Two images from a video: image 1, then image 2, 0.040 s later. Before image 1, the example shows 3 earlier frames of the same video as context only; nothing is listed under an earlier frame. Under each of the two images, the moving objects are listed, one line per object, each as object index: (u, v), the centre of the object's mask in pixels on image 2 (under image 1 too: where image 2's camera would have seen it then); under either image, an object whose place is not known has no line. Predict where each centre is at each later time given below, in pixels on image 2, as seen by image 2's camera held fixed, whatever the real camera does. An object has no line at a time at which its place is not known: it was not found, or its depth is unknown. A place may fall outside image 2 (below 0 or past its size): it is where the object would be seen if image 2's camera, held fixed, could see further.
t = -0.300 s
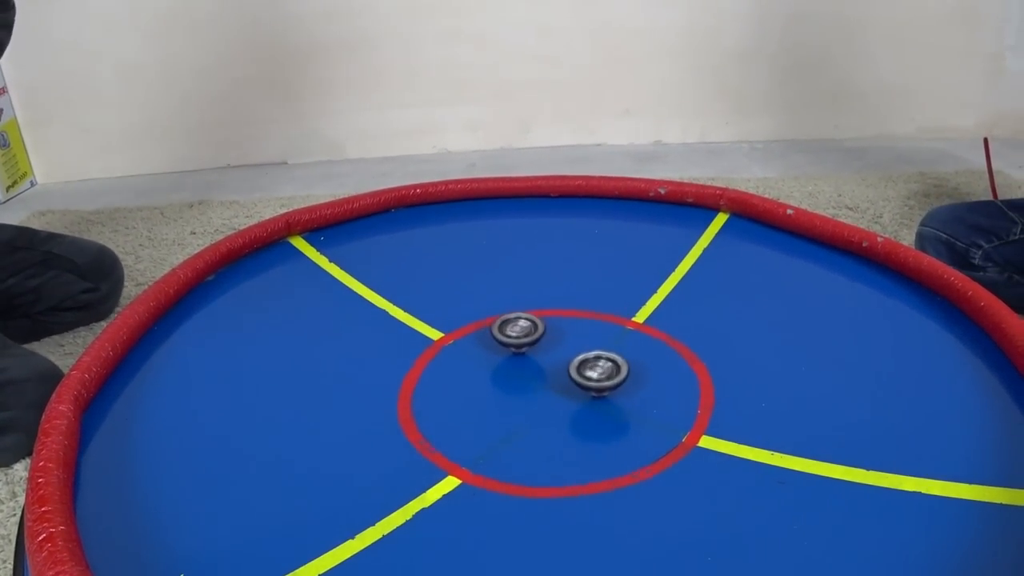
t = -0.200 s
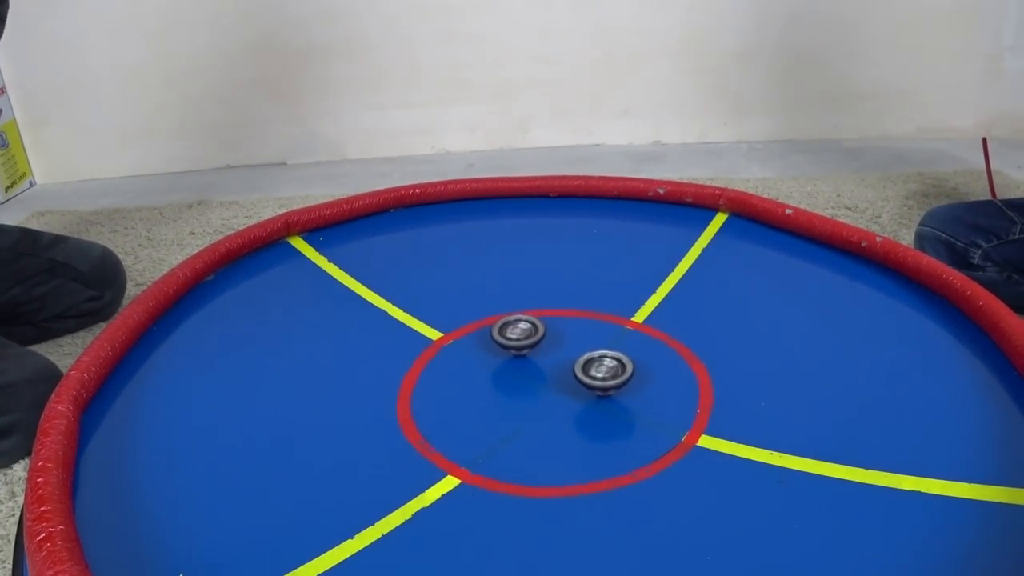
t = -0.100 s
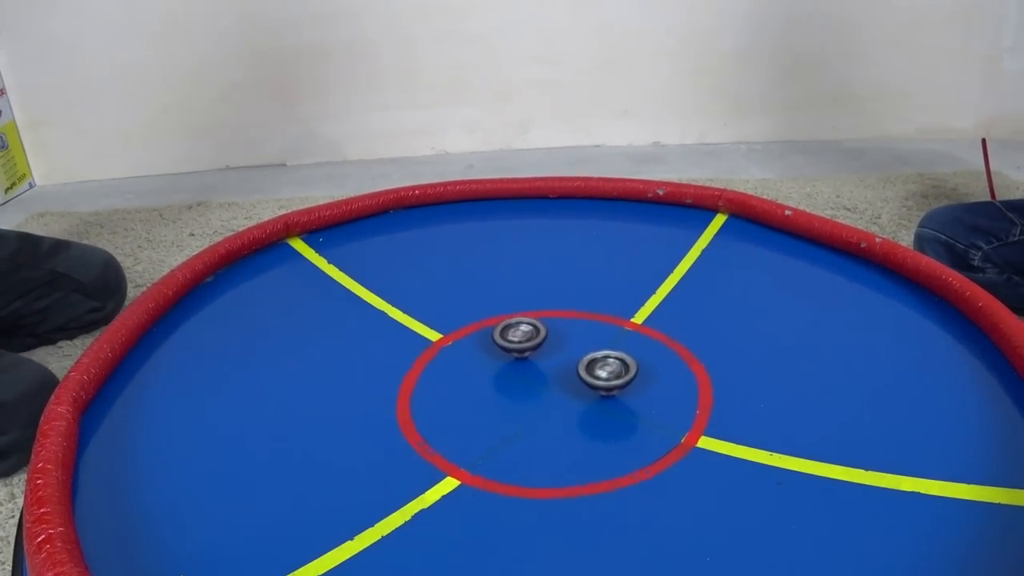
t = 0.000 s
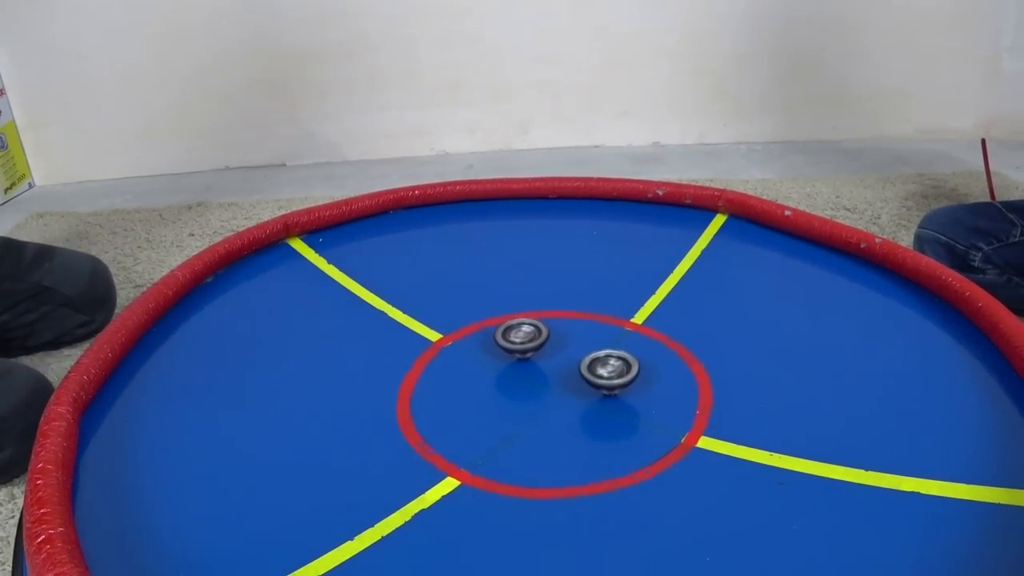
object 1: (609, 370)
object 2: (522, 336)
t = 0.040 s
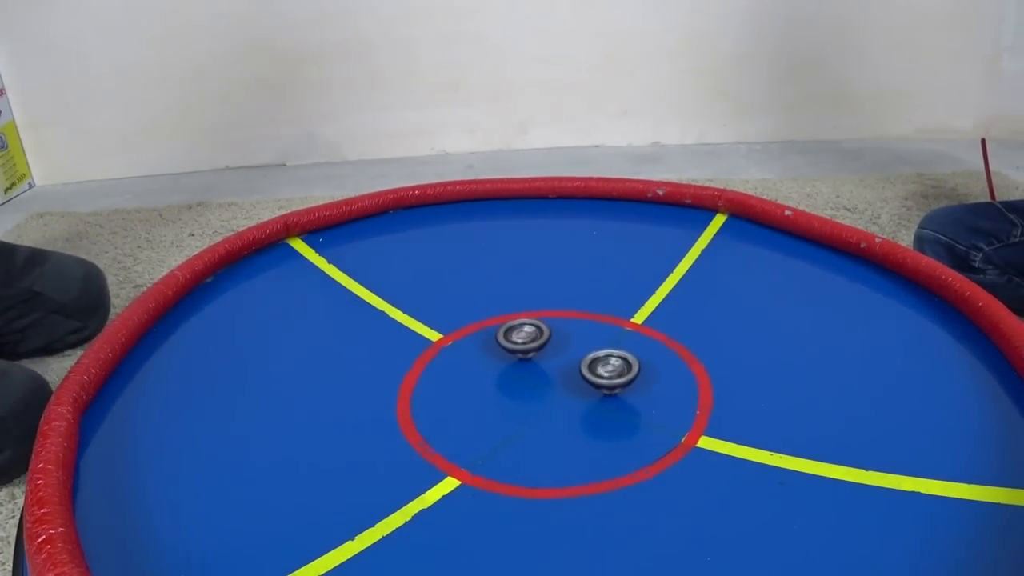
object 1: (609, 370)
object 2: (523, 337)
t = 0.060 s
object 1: (609, 370)
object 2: (524, 337)
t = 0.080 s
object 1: (609, 370)
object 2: (525, 337)
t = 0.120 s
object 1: (609, 369)
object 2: (528, 337)
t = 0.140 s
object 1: (609, 369)
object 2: (530, 337)
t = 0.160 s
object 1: (609, 369)
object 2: (532, 337)
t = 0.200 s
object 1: (608, 369)
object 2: (536, 338)
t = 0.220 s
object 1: (608, 369)
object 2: (538, 339)
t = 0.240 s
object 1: (607, 369)
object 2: (540, 339)
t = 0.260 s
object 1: (607, 369)
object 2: (542, 340)
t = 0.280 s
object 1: (606, 369)
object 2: (544, 340)
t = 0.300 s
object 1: (605, 369)
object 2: (547, 341)
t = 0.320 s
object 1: (605, 369)
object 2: (549, 341)
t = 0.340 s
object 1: (604, 369)
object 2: (552, 342)
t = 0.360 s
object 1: (603, 369)
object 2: (554, 343)
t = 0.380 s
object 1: (602, 369)
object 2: (556, 344)
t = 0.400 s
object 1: (602, 369)
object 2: (558, 345)
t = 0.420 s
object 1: (602, 371)
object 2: (559, 343)
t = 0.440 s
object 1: (604, 374)
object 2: (559, 341)
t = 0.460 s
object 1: (605, 376)
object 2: (559, 340)
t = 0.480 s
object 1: (606, 379)
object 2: (558, 338)
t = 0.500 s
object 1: (607, 381)
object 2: (557, 337)
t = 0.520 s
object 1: (608, 383)
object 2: (556, 335)
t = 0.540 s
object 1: (608, 384)
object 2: (554, 334)
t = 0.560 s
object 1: (608, 386)
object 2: (553, 333)
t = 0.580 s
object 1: (608, 387)
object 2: (552, 332)
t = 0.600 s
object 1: (608, 388)
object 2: (550, 331)
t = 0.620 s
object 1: (608, 389)
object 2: (549, 330)
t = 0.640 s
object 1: (607, 389)
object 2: (547, 329)
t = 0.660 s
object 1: (607, 390)
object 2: (546, 328)
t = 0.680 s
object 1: (606, 391)
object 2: (545, 327)
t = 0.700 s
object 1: (605, 391)
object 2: (544, 326)
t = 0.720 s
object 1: (604, 392)
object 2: (543, 325)
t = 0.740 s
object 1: (602, 393)
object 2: (542, 324)
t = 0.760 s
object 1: (601, 393)
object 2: (541, 324)
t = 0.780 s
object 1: (599, 394)
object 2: (540, 323)
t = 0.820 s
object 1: (595, 395)
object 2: (538, 322)
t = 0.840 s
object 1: (593, 395)
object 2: (537, 321)
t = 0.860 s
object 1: (591, 396)
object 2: (535, 320)
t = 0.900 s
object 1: (587, 396)
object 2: (533, 319)
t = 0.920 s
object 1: (585, 396)
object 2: (532, 318)
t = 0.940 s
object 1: (583, 397)
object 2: (531, 318)
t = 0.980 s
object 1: (578, 398)
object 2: (529, 318)
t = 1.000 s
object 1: (576, 398)
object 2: (528, 317)
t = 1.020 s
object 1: (574, 398)
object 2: (528, 317)
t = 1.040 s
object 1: (572, 399)
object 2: (527, 317)
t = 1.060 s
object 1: (570, 399)
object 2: (527, 317)
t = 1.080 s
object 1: (567, 399)
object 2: (527, 316)
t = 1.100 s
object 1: (565, 399)
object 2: (527, 316)
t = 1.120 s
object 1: (563, 399)
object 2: (527, 316)
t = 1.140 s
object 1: (560, 399)
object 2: (526, 316)
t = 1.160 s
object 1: (558, 399)
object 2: (526, 316)
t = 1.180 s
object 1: (555, 398)
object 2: (526, 315)
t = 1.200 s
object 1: (553, 398)
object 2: (526, 315)
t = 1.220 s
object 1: (550, 398)
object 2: (526, 315)
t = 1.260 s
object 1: (546, 398)
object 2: (526, 315)
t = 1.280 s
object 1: (543, 397)
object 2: (526, 315)
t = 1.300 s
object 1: (540, 397)
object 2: (527, 315)
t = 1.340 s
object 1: (535, 396)
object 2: (527, 316)
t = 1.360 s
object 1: (533, 395)
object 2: (527, 316)
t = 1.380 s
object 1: (530, 395)
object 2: (527, 316)
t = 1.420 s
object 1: (525, 394)
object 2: (527, 316)
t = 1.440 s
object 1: (523, 393)
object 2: (527, 316)
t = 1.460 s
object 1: (521, 392)
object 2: (527, 316)
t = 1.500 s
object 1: (517, 391)
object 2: (527, 317)
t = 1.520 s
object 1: (515, 391)
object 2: (527, 318)
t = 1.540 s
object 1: (513, 390)
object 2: (527, 318)
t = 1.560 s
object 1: (511, 389)
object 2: (526, 319)
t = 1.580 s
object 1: (509, 388)
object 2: (526, 319)
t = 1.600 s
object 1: (507, 387)
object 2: (526, 320)
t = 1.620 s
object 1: (505, 386)
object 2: (526, 320)
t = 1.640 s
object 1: (503, 386)
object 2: (526, 320)
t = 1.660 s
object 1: (501, 385)
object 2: (526, 321)
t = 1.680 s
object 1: (500, 384)
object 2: (525, 321)
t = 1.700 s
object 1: (498, 383)
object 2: (525, 322)
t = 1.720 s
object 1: (496, 382)
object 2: (524, 323)
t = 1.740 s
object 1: (494, 381)
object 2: (524, 323)
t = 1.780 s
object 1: (491, 379)
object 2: (523, 325)
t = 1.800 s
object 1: (489, 379)
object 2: (523, 326)
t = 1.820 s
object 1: (488, 378)
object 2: (523, 327)
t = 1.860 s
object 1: (484, 376)
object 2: (522, 328)
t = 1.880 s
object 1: (483, 375)
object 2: (521, 329)
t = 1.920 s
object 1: (480, 373)
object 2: (520, 331)
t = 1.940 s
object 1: (479, 372)
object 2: (520, 332)
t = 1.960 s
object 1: (478, 371)
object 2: (520, 333)
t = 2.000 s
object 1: (476, 369)
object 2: (520, 334)
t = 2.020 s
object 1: (475, 369)
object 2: (519, 335)
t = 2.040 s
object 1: (474, 368)
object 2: (519, 337)
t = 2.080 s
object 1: (473, 366)
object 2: (518, 339)
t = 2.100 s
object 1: (472, 365)
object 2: (518, 340)
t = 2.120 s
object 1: (471, 364)
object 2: (517, 341)
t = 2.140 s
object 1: (469, 364)
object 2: (519, 341)
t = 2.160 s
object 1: (466, 364)
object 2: (520, 341)
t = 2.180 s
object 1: (464, 364)
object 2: (522, 342)
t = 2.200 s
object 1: (462, 364)
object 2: (522, 342)
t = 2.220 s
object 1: (461, 363)
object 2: (523, 343)
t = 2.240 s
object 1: (460, 363)
